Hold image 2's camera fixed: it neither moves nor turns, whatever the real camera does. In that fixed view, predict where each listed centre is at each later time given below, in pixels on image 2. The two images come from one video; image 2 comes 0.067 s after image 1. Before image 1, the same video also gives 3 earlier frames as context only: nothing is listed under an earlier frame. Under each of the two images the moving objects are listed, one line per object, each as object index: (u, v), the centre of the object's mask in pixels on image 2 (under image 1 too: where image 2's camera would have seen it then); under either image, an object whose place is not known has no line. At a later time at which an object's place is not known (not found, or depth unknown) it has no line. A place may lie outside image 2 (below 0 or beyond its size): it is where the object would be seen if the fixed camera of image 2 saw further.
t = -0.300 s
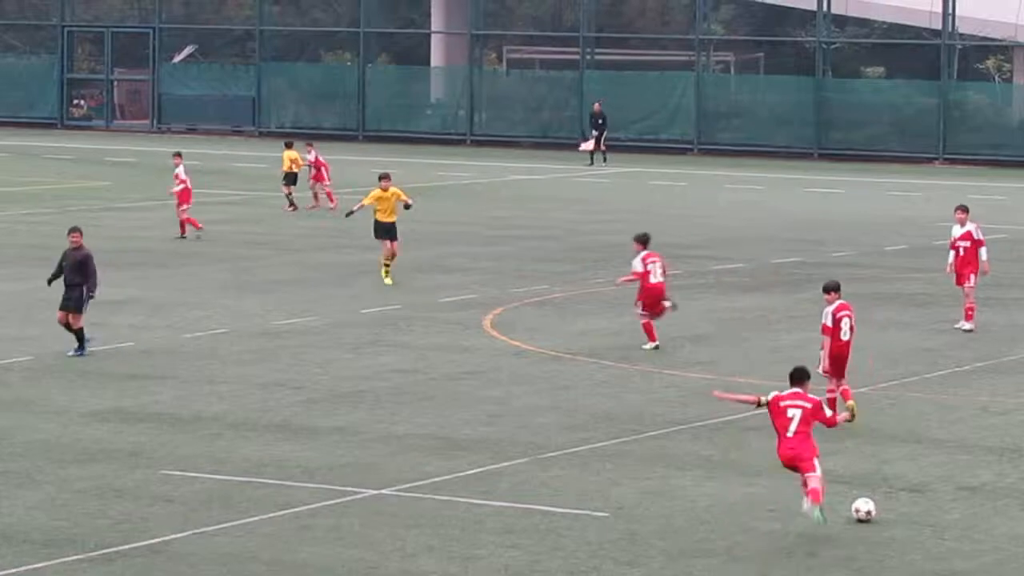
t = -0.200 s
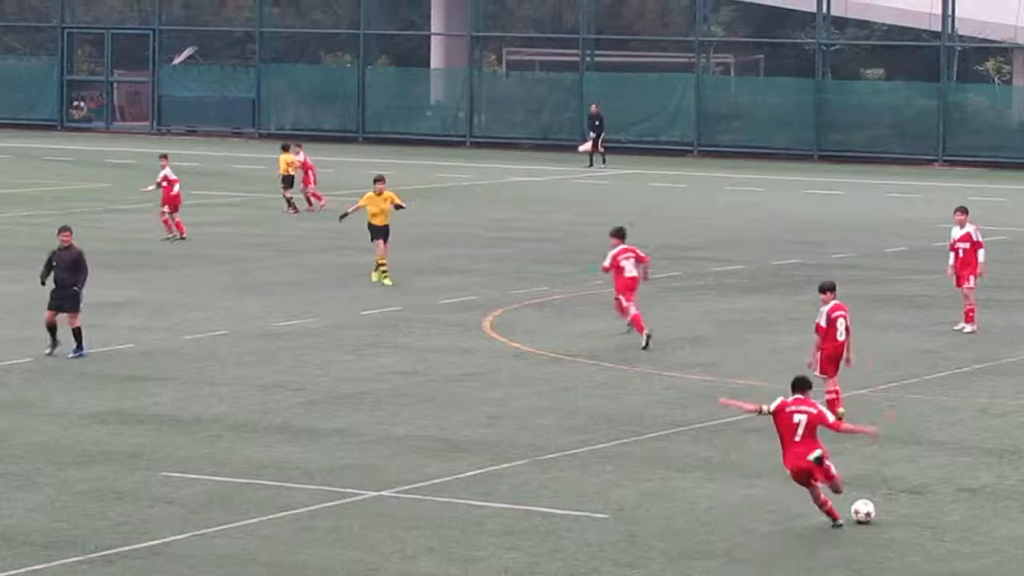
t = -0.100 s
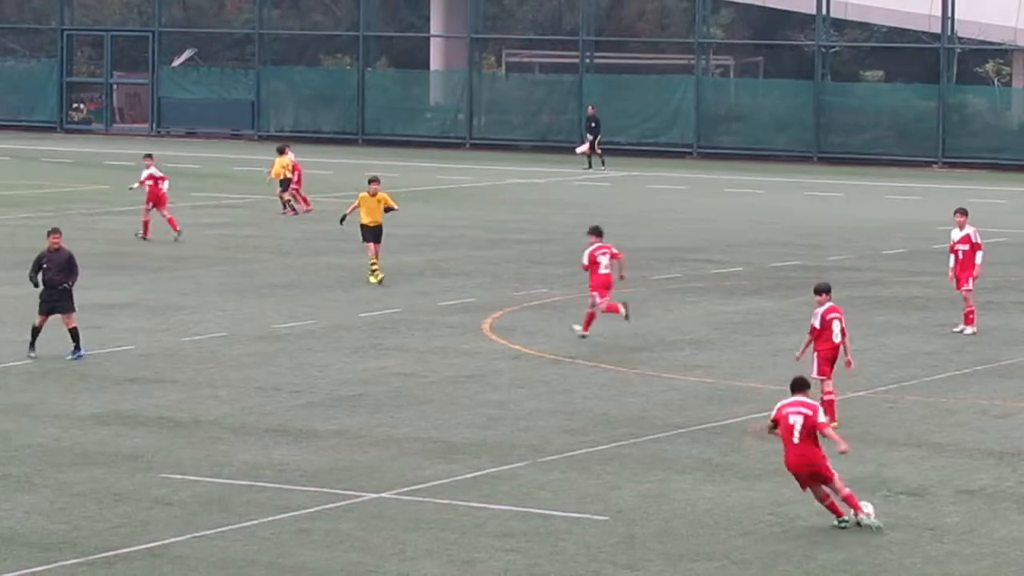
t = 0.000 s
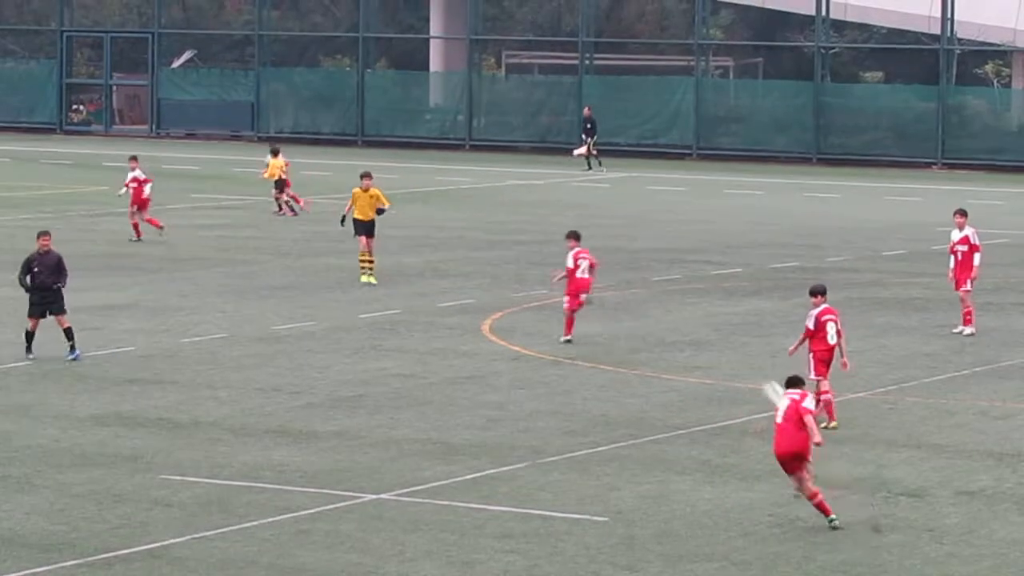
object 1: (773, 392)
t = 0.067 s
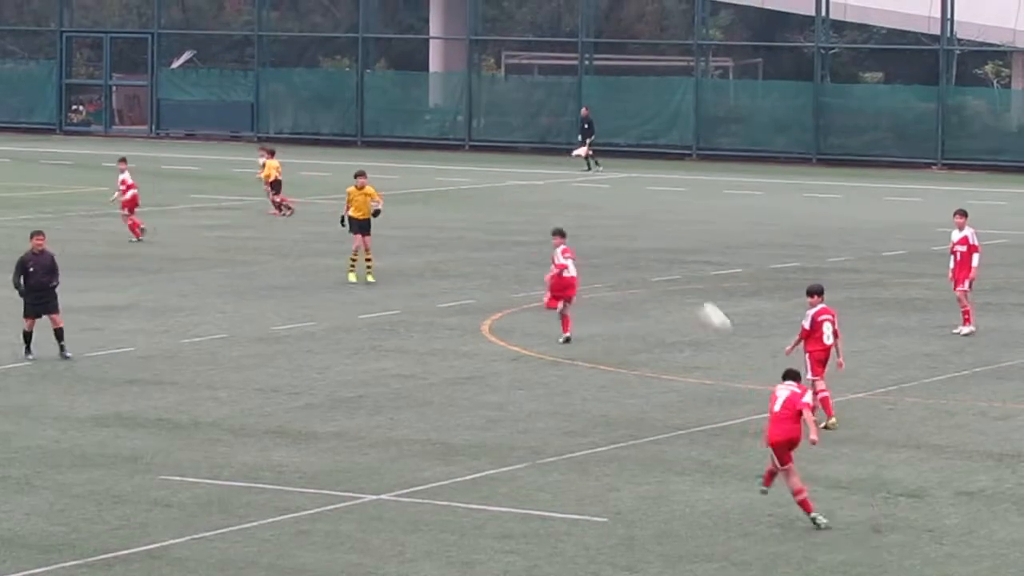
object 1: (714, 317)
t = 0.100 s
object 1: (682, 281)
